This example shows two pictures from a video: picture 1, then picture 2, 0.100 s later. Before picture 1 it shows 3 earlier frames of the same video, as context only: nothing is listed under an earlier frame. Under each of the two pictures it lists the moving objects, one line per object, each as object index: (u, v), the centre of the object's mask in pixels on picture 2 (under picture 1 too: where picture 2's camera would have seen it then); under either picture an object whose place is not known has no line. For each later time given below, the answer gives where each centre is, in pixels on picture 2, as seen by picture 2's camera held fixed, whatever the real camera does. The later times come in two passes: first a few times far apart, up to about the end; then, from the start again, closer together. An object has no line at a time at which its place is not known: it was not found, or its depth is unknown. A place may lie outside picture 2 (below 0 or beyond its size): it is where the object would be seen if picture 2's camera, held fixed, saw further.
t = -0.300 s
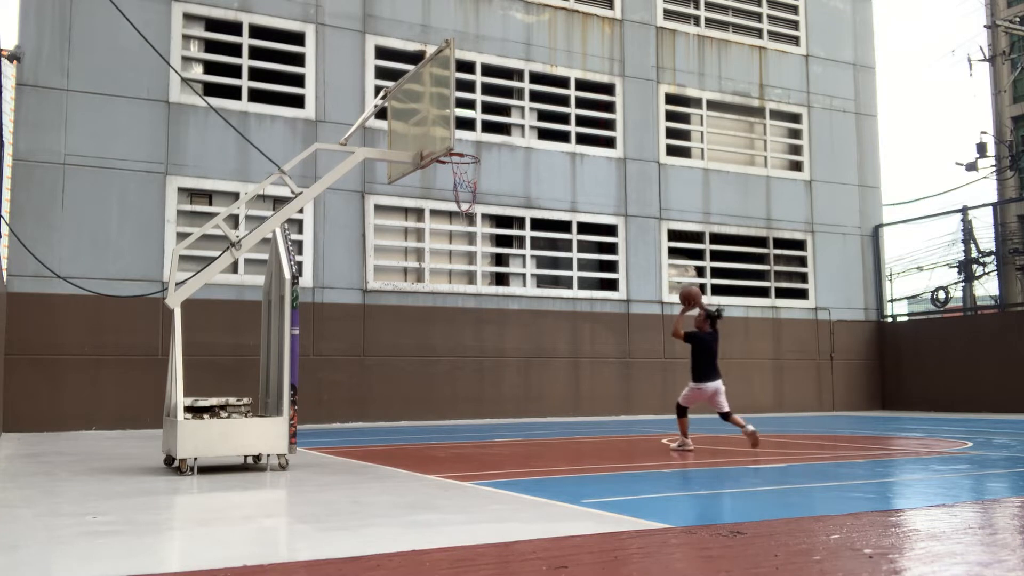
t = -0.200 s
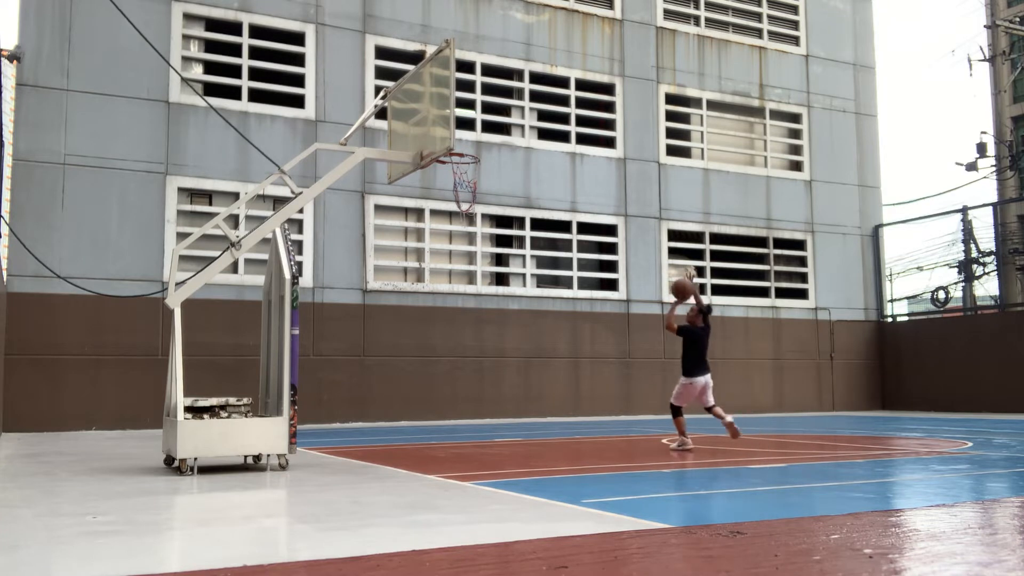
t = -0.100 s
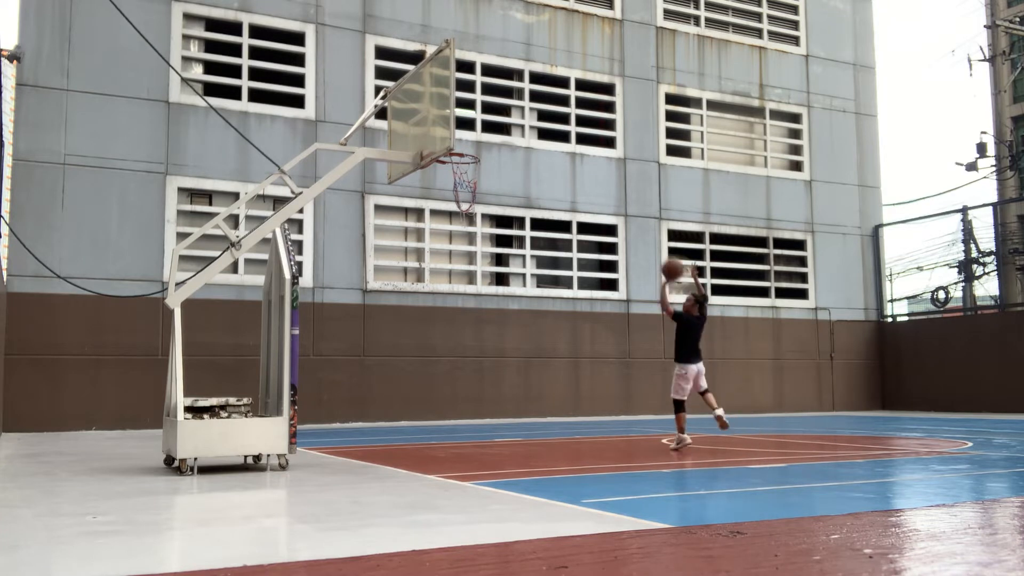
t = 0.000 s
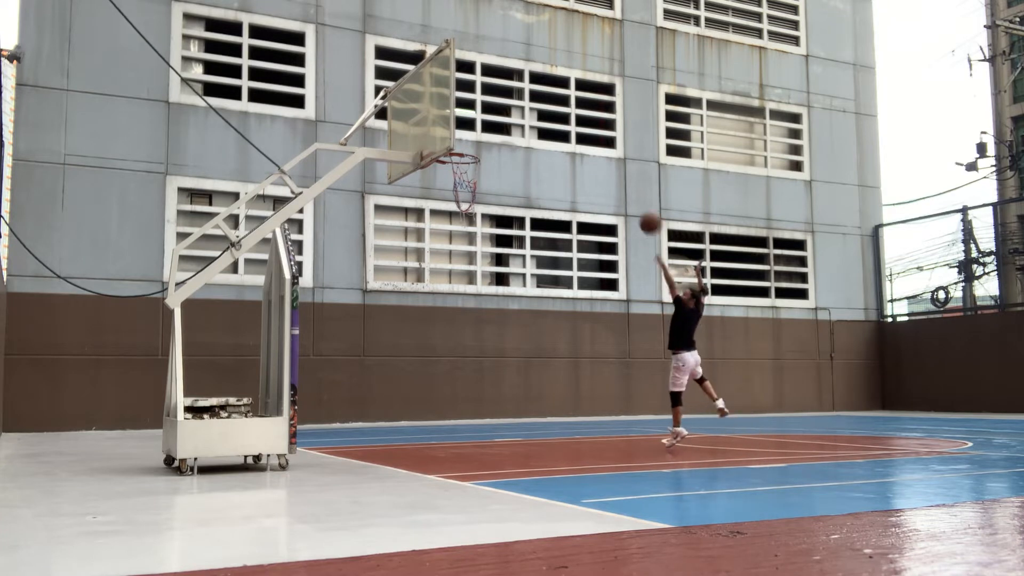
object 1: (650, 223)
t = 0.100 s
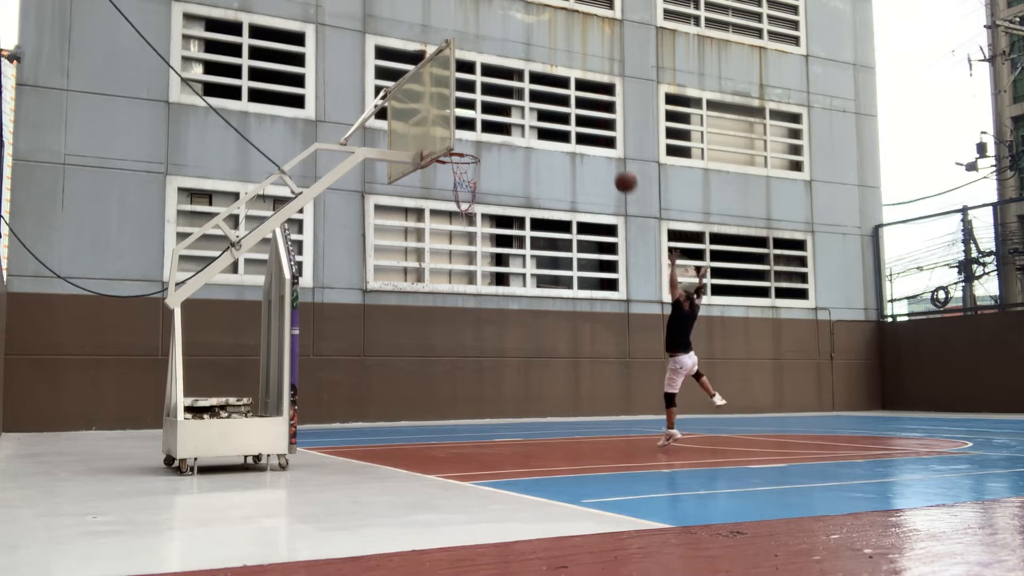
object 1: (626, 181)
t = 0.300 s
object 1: (577, 126)
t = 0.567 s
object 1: (512, 105)
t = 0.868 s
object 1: (454, 156)
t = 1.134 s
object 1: (465, 152)
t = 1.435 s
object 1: (447, 178)
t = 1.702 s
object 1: (441, 266)
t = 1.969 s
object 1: (435, 426)
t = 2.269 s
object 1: (442, 300)
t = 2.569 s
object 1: (453, 217)
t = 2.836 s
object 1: (461, 216)
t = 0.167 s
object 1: (609, 159)
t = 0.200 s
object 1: (601, 148)
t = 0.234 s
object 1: (593, 141)
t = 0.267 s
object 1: (586, 132)
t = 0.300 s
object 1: (577, 126)
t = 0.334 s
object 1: (569, 119)
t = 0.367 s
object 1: (561, 114)
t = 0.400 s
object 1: (553, 111)
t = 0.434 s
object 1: (545, 108)
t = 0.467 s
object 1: (537, 106)
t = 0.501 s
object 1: (528, 105)
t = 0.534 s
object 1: (520, 104)
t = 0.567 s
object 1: (512, 105)
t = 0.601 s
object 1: (504, 107)
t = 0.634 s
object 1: (496, 111)
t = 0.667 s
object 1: (488, 114)
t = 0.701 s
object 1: (479, 119)
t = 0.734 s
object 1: (471, 125)
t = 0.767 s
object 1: (464, 131)
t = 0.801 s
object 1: (459, 140)
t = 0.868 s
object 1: (454, 156)
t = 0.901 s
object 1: (462, 156)
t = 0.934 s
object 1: (463, 156)
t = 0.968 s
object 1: (457, 156)
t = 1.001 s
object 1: (450, 158)
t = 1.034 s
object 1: (451, 157)
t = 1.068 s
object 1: (457, 153)
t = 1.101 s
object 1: (462, 152)
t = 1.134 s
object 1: (465, 152)
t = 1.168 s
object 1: (463, 152)
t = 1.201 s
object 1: (461, 152)
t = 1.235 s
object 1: (459, 153)
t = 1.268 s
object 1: (456, 157)
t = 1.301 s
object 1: (452, 161)
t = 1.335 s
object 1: (450, 164)
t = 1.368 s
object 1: (449, 167)
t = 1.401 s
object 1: (448, 173)
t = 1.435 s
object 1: (447, 178)
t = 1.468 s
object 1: (446, 186)
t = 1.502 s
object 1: (445, 194)
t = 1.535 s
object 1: (445, 203)
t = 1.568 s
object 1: (444, 214)
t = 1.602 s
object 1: (444, 225)
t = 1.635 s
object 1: (442, 238)
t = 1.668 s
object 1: (442, 251)
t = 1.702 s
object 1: (441, 266)
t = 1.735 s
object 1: (440, 282)
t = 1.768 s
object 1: (440, 300)
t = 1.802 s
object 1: (439, 318)
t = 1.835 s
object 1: (438, 336)
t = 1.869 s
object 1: (437, 356)
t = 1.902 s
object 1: (436, 379)
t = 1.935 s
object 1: (436, 402)
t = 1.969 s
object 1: (435, 426)
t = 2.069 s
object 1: (437, 402)
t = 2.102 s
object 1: (437, 382)
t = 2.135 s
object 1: (438, 363)
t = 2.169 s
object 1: (440, 345)
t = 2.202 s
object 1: (440, 329)
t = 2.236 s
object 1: (441, 315)
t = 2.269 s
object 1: (442, 300)
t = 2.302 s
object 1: (444, 286)
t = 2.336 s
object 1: (445, 273)
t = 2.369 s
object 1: (445, 263)
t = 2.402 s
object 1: (447, 252)
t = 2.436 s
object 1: (448, 243)
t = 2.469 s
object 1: (449, 234)
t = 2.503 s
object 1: (450, 227)
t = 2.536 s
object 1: (451, 222)
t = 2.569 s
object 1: (453, 217)
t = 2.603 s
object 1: (454, 213)
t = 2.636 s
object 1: (454, 210)
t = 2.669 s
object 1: (456, 208)
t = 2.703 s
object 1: (457, 208)
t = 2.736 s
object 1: (458, 208)
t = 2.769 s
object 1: (459, 210)
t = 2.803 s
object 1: (460, 212)
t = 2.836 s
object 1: (461, 216)
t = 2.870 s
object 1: (462, 221)
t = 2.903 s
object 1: (463, 226)
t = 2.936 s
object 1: (465, 234)
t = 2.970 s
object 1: (466, 243)
